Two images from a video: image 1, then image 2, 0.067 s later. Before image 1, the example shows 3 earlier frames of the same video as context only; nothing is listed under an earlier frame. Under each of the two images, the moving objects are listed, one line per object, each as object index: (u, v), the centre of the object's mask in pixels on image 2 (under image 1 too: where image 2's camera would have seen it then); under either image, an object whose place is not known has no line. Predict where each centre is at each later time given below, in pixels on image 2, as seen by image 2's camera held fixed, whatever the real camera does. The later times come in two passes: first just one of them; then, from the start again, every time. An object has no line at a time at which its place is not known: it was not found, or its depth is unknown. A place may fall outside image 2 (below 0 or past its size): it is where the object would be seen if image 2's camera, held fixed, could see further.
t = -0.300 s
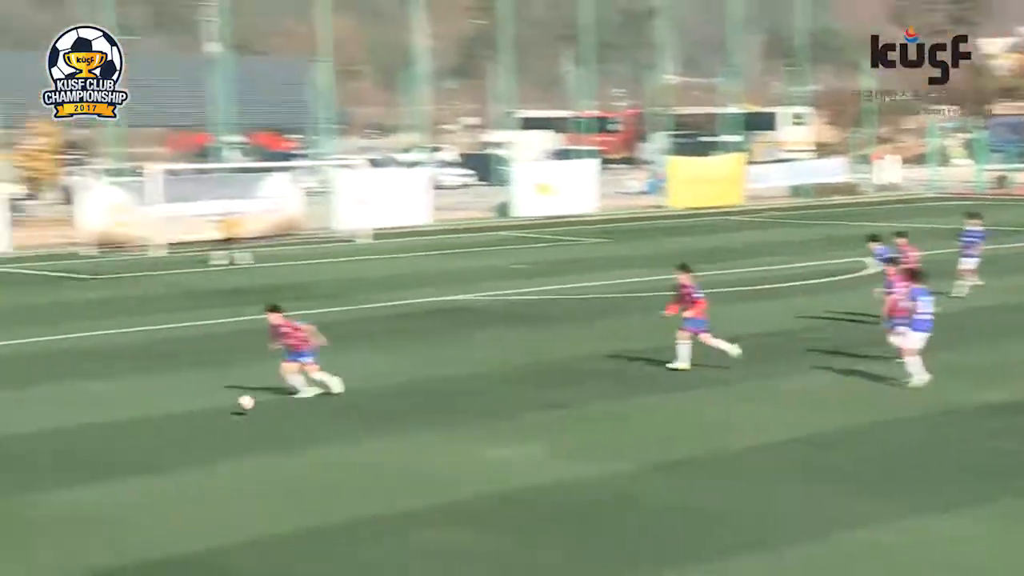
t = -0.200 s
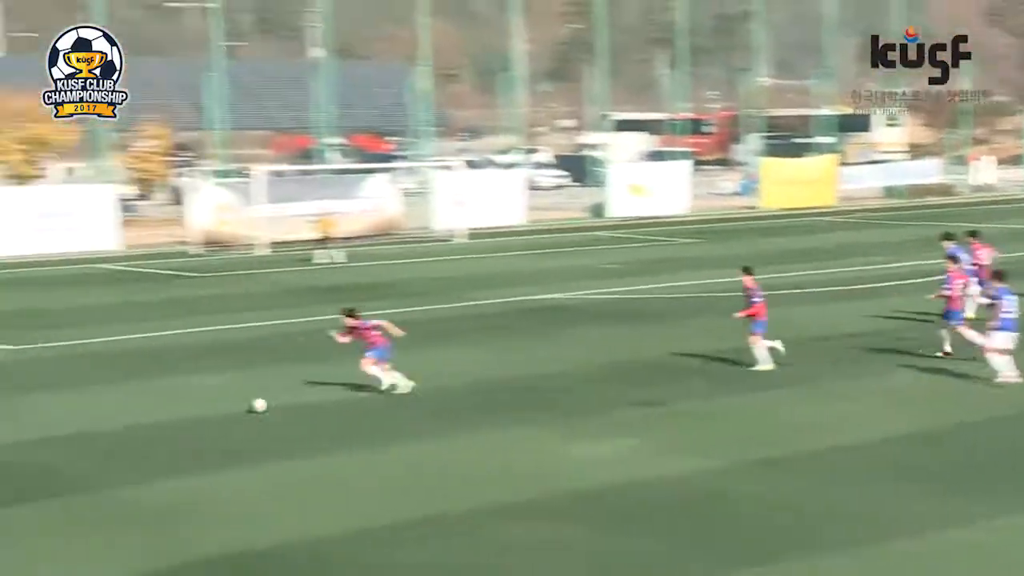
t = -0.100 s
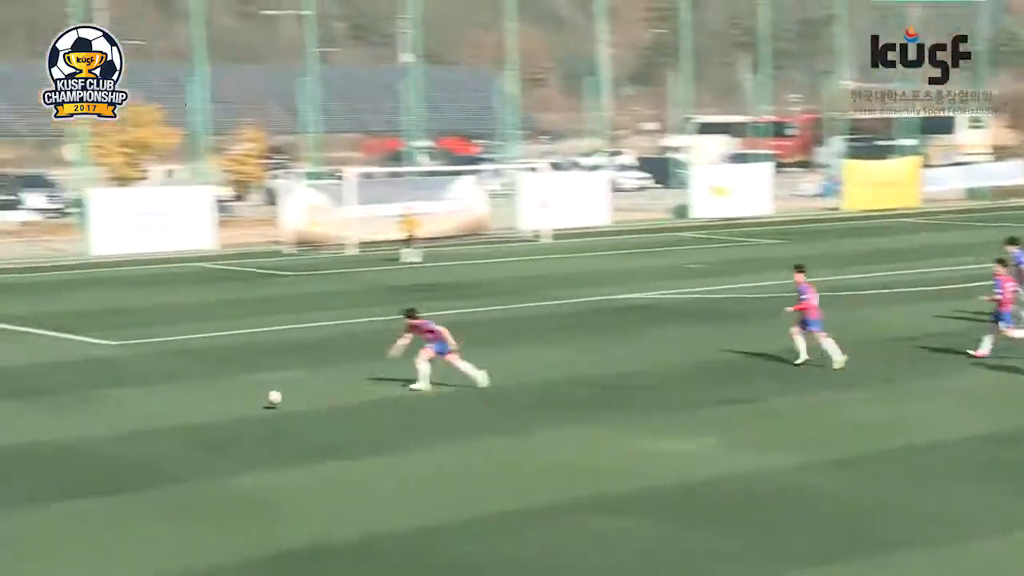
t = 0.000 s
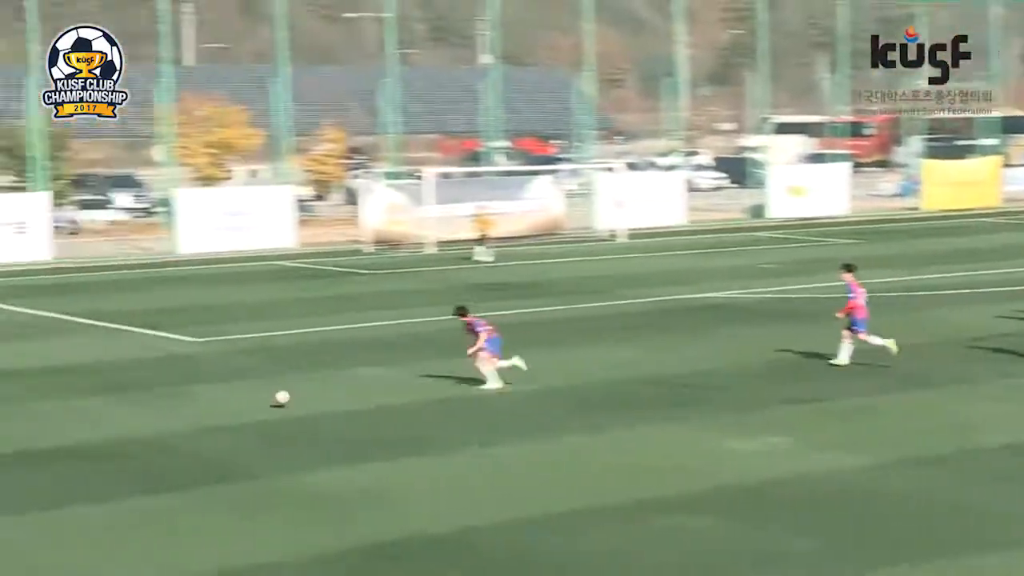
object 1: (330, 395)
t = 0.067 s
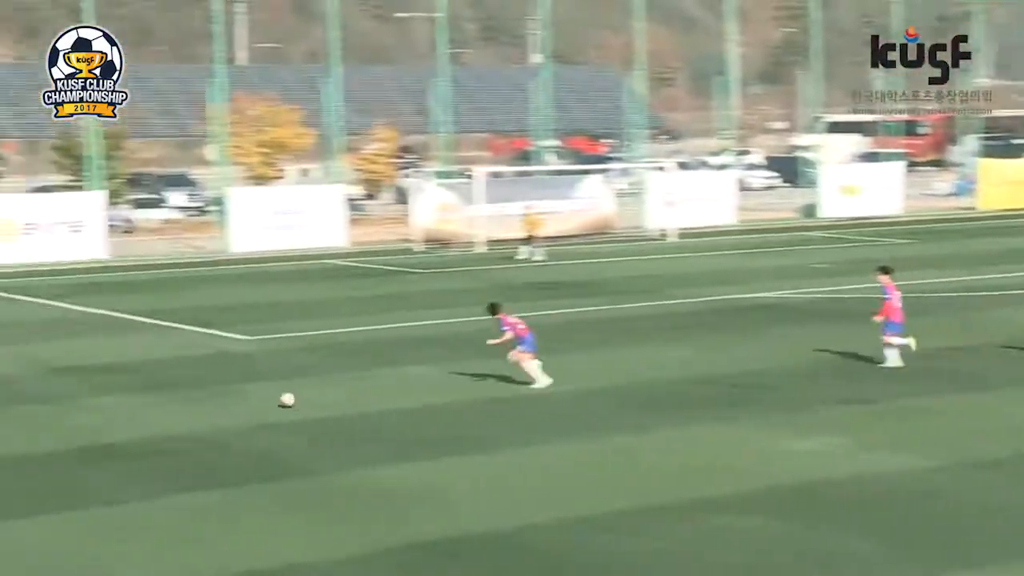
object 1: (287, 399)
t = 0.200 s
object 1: (209, 395)
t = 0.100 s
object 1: (268, 396)
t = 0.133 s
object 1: (247, 395)
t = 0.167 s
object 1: (228, 395)
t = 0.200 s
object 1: (209, 395)
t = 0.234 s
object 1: (190, 396)
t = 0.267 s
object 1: (170, 397)
